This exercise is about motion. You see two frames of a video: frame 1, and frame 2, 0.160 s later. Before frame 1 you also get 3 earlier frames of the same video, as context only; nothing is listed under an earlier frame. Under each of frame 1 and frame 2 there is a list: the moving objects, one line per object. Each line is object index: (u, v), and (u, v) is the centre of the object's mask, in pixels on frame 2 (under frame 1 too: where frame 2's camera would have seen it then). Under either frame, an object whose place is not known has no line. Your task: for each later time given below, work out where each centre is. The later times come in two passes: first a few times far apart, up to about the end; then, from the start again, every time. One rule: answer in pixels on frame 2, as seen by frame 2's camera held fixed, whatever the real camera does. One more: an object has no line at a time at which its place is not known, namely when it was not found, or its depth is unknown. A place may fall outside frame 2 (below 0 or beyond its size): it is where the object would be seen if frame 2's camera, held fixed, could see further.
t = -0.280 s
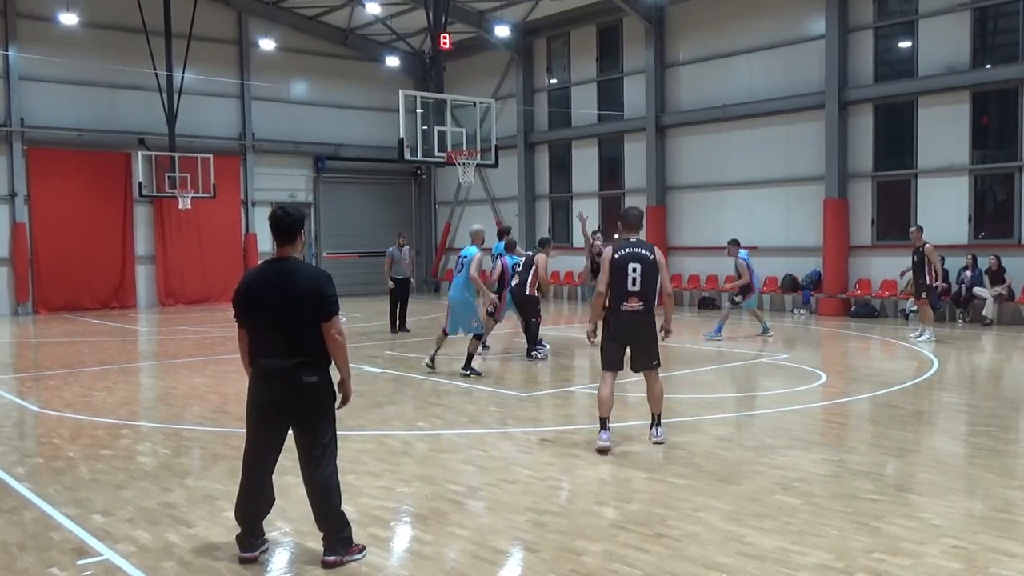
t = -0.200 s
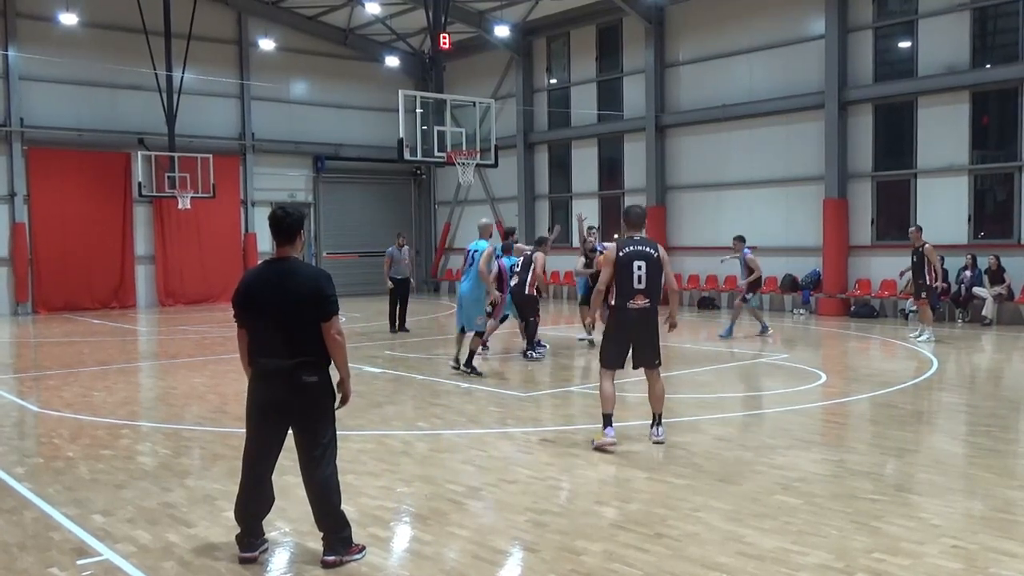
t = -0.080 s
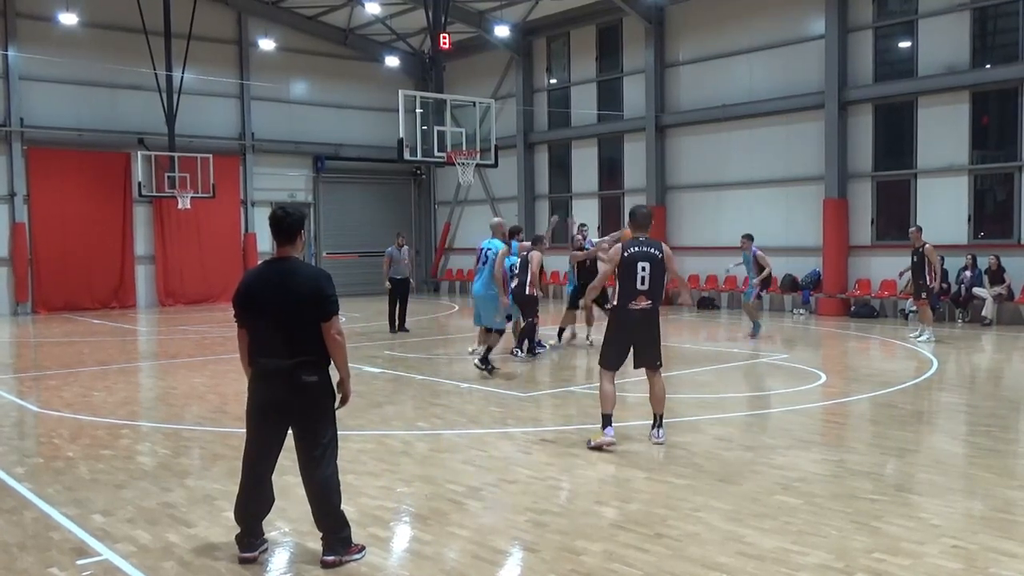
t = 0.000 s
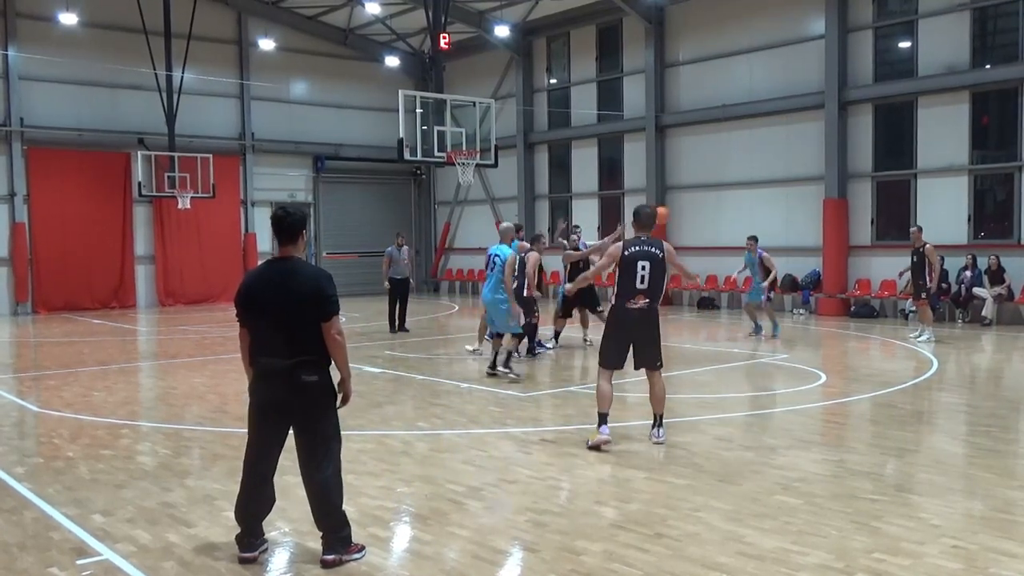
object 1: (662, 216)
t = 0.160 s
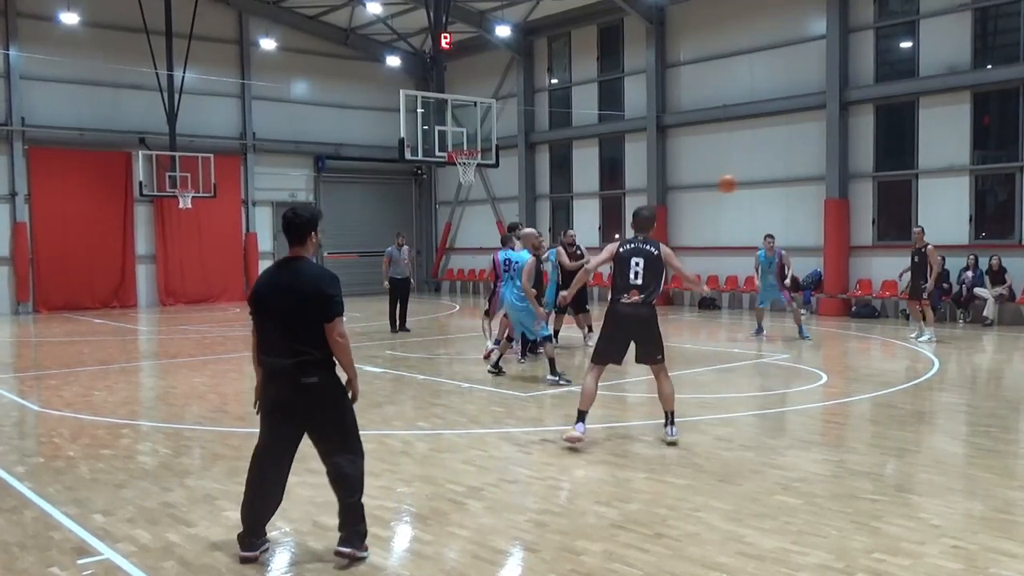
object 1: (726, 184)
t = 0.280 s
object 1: (783, 170)
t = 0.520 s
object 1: (913, 174)
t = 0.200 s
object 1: (745, 178)
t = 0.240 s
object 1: (764, 174)
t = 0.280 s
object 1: (783, 170)
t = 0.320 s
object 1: (802, 168)
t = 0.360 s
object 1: (823, 166)
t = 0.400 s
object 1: (844, 166)
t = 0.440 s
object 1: (866, 168)
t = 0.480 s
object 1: (889, 171)
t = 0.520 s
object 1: (913, 174)
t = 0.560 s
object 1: (936, 180)
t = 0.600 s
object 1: (962, 187)
